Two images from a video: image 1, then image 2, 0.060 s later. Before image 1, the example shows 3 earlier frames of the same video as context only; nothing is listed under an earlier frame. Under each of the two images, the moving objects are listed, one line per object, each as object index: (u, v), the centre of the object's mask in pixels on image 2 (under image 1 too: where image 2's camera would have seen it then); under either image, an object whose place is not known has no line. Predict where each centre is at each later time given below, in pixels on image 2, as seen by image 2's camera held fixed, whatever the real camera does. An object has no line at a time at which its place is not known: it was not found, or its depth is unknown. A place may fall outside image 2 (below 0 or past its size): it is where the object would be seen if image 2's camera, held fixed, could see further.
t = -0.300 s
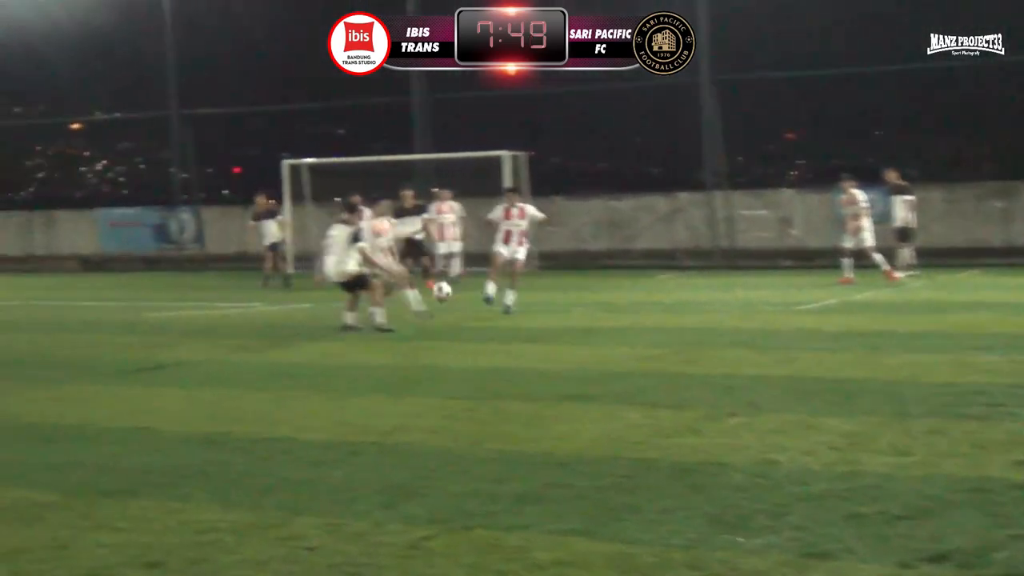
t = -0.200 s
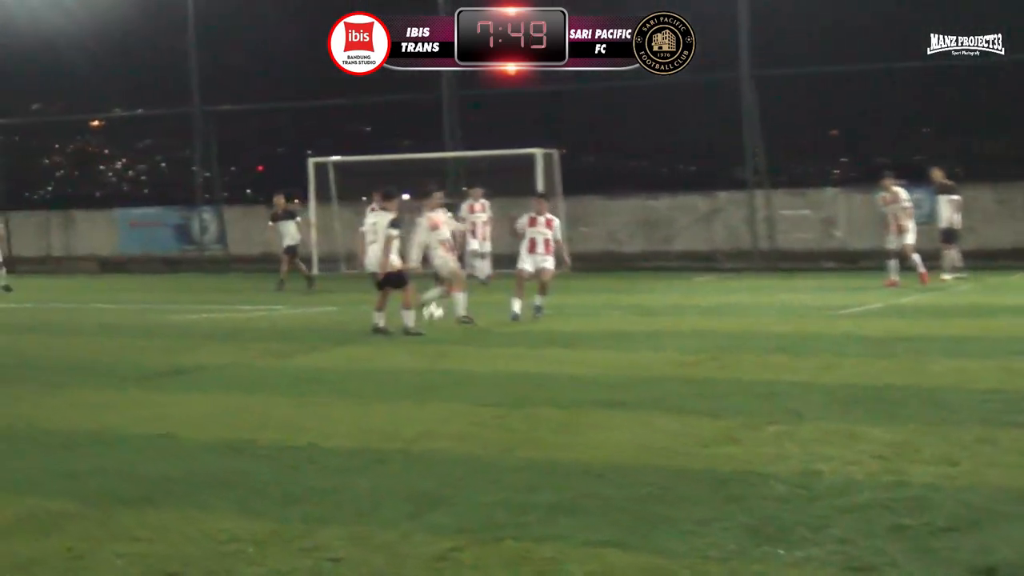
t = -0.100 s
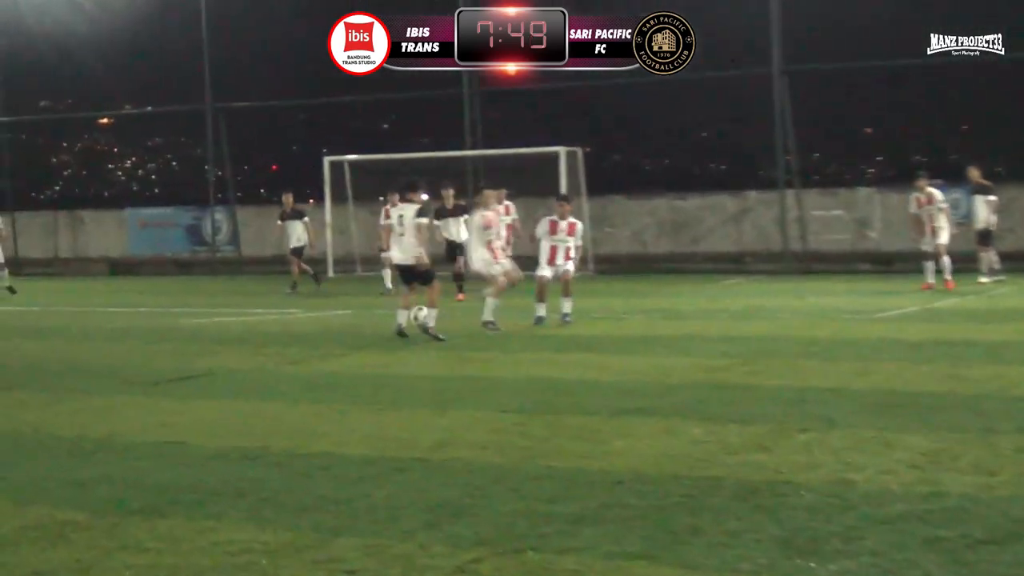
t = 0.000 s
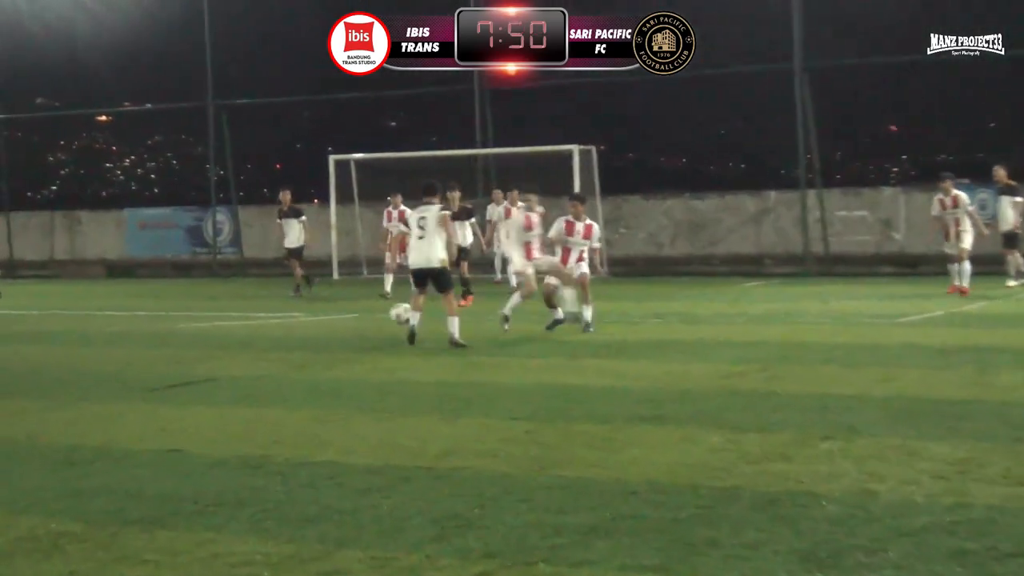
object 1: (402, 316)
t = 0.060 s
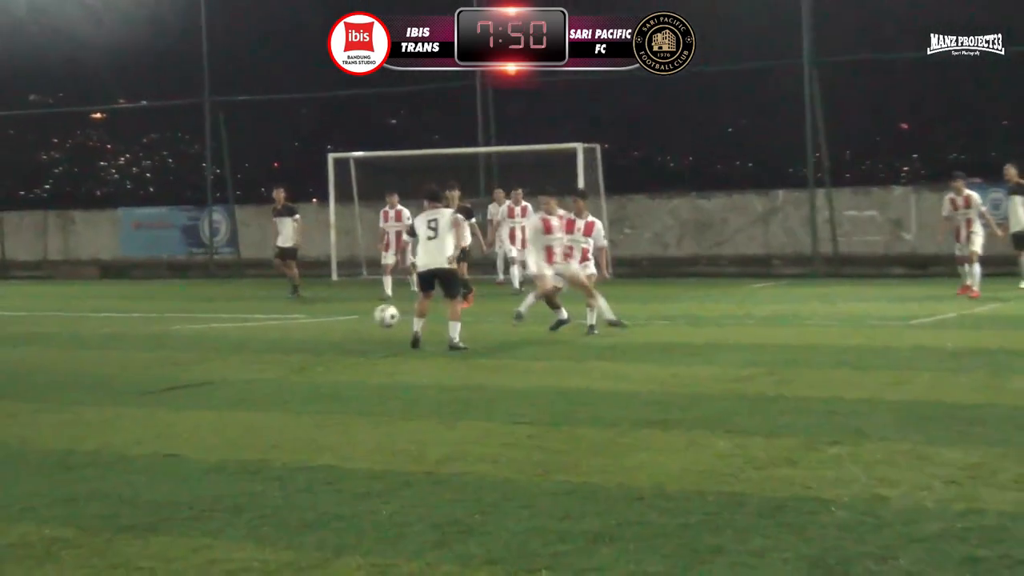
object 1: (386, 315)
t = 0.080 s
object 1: (380, 316)
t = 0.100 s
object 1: (373, 317)
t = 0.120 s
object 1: (368, 320)
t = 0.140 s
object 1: (362, 321)
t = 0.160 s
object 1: (355, 324)
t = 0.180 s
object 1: (349, 328)
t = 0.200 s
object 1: (343, 331)
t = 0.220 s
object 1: (337, 335)
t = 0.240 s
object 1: (331, 339)
